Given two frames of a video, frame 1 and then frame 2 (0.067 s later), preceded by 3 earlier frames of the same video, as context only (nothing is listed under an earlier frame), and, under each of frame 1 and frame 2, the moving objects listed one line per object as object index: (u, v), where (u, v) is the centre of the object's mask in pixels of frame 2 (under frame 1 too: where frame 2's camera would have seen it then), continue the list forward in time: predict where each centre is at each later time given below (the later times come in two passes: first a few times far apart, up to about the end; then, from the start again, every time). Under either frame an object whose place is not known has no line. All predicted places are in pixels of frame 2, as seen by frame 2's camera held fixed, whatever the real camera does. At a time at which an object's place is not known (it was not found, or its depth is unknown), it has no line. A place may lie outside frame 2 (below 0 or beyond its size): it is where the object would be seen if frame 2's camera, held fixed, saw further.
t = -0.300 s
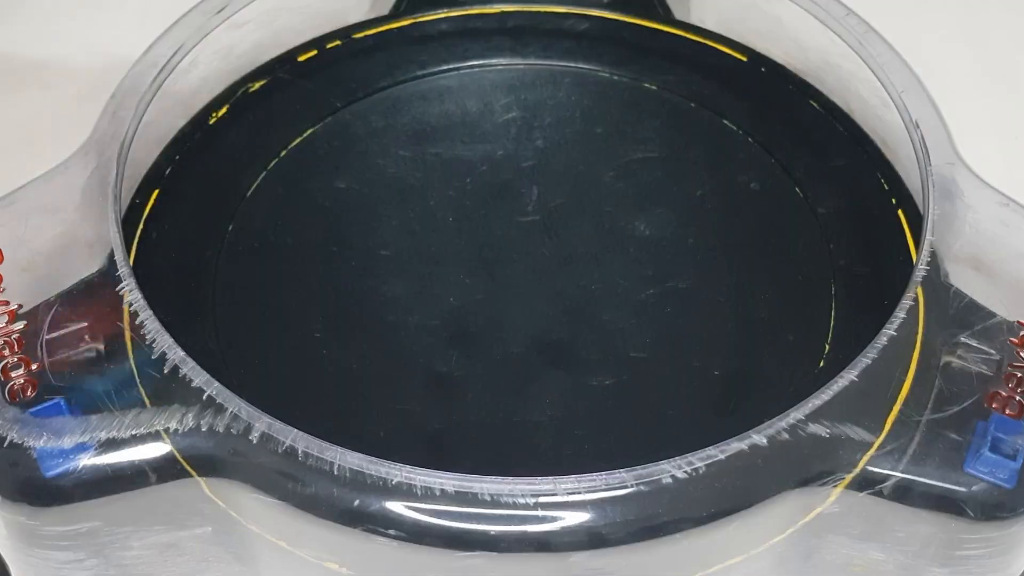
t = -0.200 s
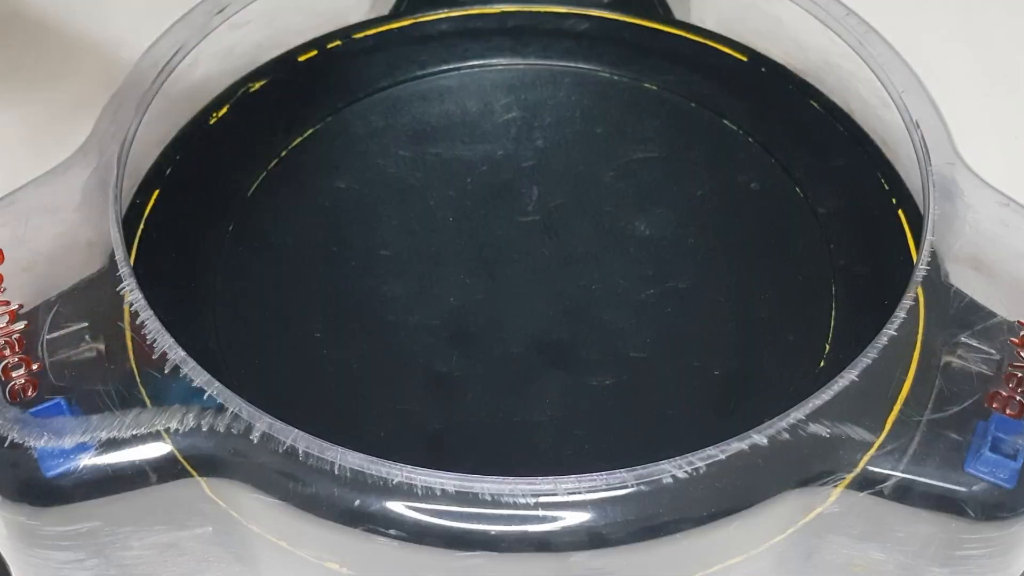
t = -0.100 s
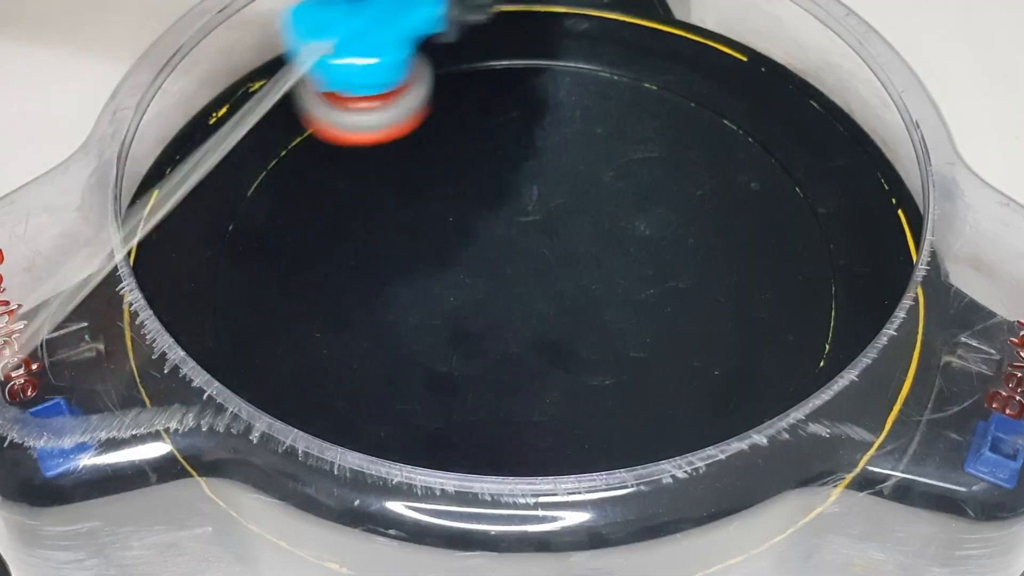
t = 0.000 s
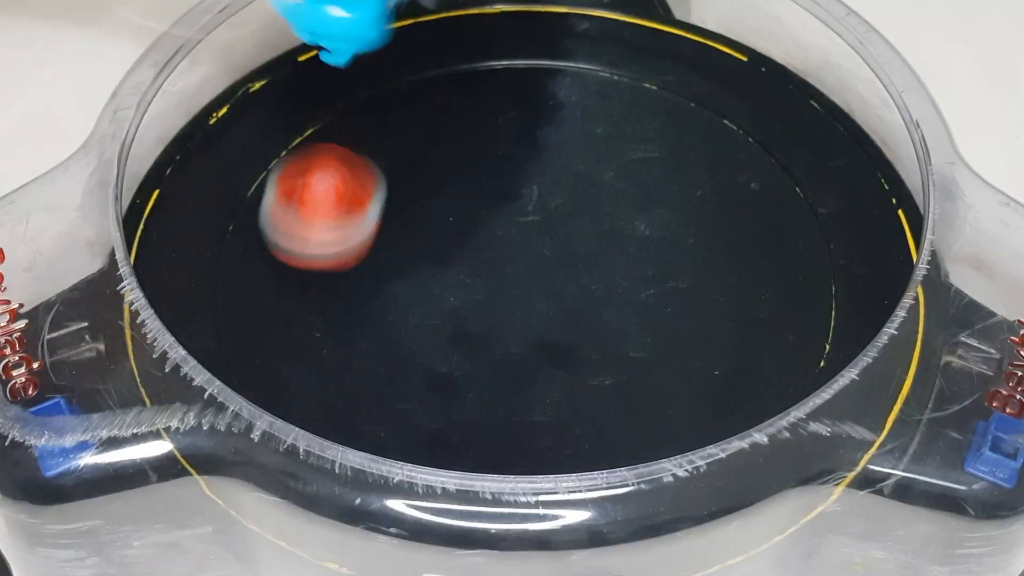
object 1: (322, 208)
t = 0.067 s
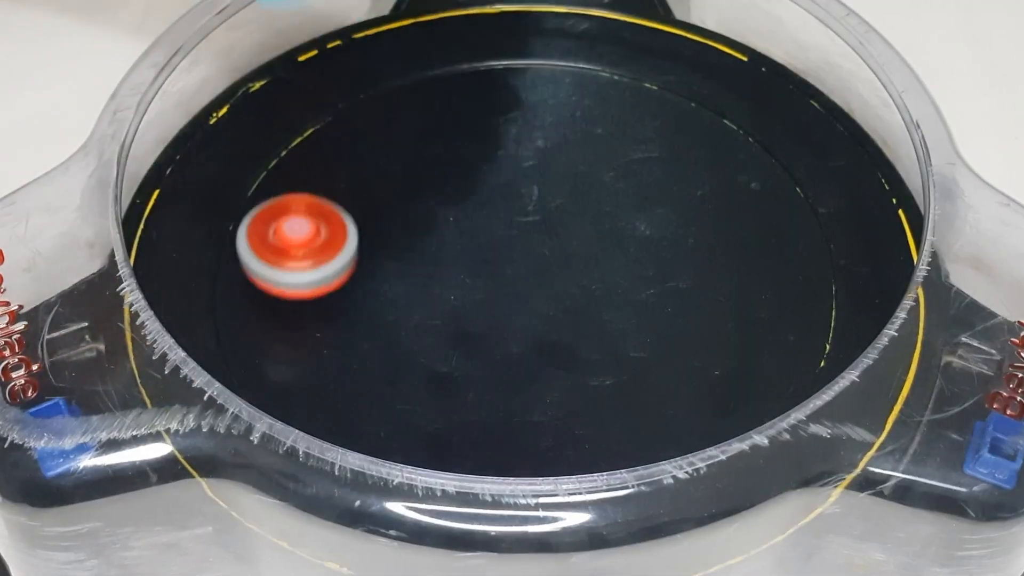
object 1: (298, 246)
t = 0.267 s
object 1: (394, 316)
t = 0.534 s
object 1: (558, 274)
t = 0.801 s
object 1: (544, 170)
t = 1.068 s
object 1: (459, 161)
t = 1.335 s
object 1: (480, 224)
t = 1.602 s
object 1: (565, 222)
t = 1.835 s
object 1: (584, 187)
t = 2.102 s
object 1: (559, 188)
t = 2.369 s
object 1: (564, 222)
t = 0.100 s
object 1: (296, 266)
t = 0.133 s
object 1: (304, 277)
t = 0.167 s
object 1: (319, 287)
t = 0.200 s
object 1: (341, 299)
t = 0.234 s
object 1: (367, 309)
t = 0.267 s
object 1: (394, 316)
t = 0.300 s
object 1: (421, 321)
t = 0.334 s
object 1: (448, 322)
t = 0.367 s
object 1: (473, 321)
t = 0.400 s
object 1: (495, 316)
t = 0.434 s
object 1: (516, 309)
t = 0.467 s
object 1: (533, 299)
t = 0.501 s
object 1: (548, 287)
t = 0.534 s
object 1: (558, 274)
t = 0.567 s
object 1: (566, 260)
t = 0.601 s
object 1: (570, 245)
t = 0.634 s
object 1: (572, 231)
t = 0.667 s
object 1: (571, 216)
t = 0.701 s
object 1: (567, 203)
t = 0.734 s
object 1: (561, 190)
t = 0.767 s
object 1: (553, 179)
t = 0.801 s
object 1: (544, 170)
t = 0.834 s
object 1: (533, 162)
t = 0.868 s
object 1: (522, 156)
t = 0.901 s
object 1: (510, 151)
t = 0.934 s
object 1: (498, 149)
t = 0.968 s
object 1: (486, 149)
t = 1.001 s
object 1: (476, 151)
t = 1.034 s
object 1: (466, 155)
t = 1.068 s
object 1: (459, 161)
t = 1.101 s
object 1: (454, 168)
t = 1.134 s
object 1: (452, 177)
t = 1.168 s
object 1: (451, 185)
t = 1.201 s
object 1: (453, 194)
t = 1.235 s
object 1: (457, 203)
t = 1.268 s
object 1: (463, 211)
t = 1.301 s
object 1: (471, 218)
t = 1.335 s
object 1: (480, 224)
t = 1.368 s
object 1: (490, 229)
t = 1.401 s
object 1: (501, 232)
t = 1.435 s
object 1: (513, 234)
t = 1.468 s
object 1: (524, 234)
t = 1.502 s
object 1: (535, 233)
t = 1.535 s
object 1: (546, 230)
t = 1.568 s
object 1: (556, 227)
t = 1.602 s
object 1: (565, 222)
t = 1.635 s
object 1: (571, 217)
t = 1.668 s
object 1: (577, 212)
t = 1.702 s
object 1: (580, 206)
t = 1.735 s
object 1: (583, 201)
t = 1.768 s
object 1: (584, 196)
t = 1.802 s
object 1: (584, 191)
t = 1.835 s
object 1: (584, 187)
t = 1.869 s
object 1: (582, 184)
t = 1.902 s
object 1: (579, 182)
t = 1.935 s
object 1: (576, 181)
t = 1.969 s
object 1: (573, 181)
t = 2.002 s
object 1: (569, 182)
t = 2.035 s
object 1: (565, 183)
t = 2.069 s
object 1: (562, 185)
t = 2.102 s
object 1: (559, 188)
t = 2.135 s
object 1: (557, 192)
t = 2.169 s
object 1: (556, 196)
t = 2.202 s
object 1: (555, 200)
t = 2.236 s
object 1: (556, 205)
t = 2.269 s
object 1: (557, 209)
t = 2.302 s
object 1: (559, 213)
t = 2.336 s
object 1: (562, 217)
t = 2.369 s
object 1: (564, 222)
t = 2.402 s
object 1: (567, 226)
